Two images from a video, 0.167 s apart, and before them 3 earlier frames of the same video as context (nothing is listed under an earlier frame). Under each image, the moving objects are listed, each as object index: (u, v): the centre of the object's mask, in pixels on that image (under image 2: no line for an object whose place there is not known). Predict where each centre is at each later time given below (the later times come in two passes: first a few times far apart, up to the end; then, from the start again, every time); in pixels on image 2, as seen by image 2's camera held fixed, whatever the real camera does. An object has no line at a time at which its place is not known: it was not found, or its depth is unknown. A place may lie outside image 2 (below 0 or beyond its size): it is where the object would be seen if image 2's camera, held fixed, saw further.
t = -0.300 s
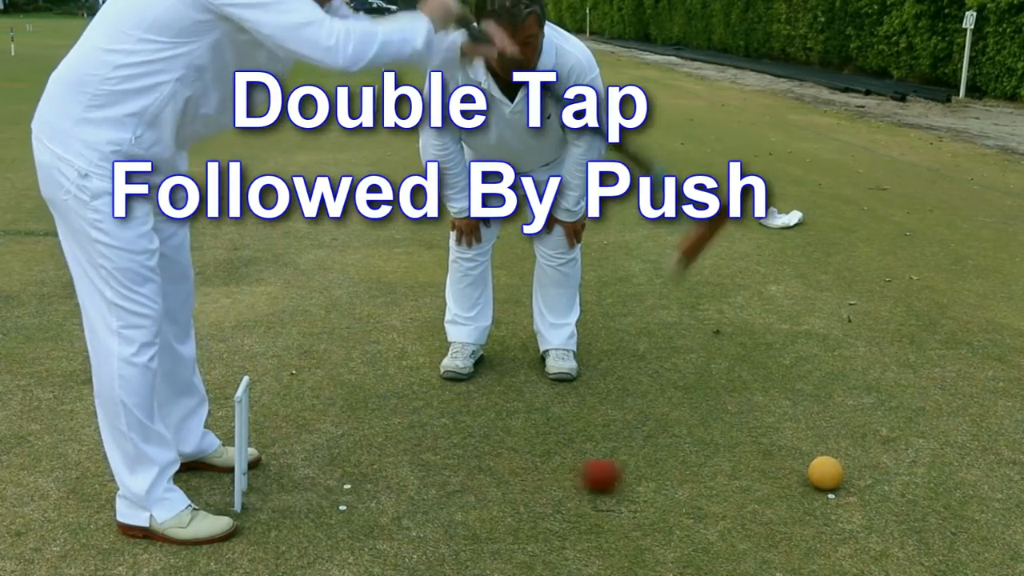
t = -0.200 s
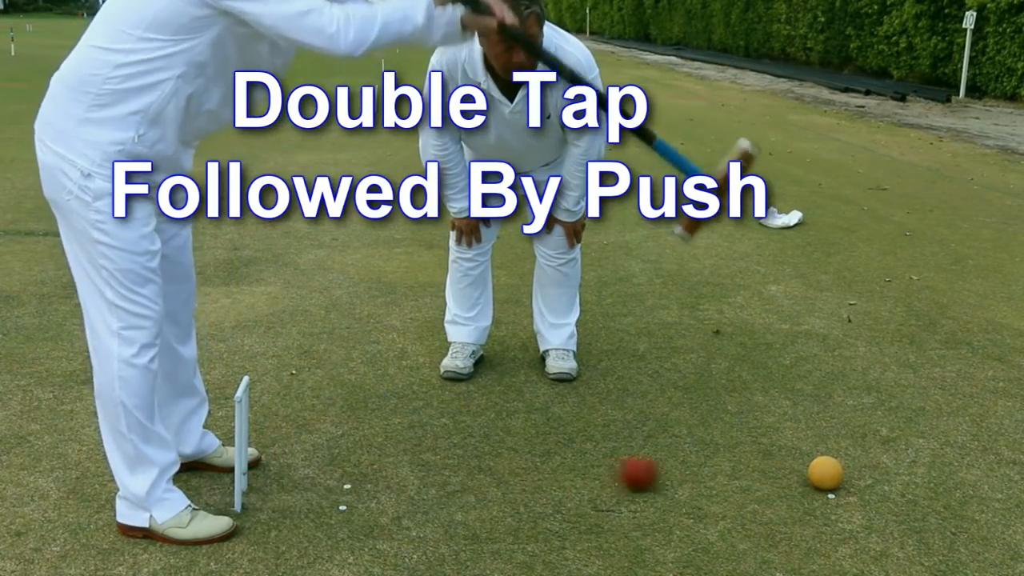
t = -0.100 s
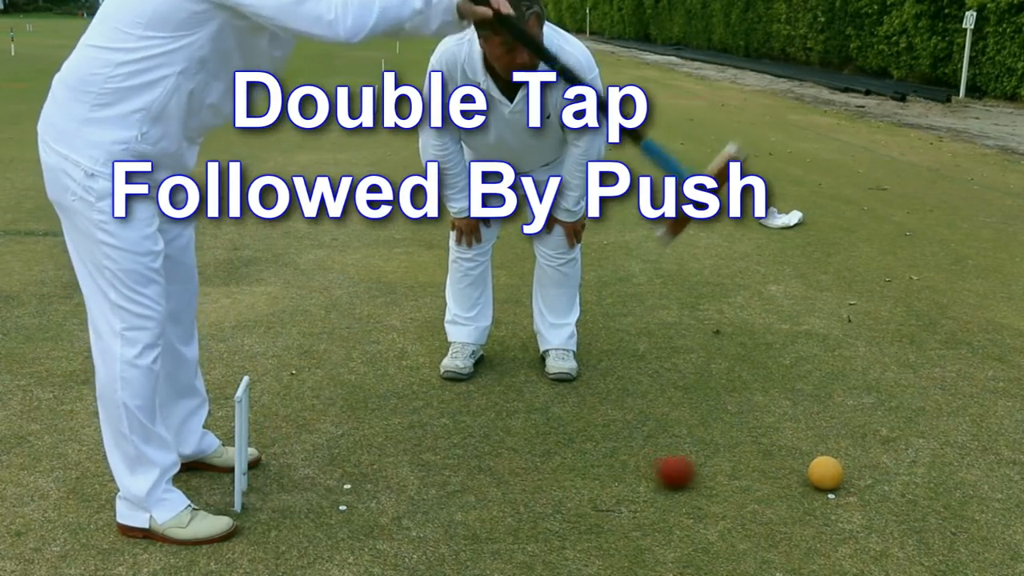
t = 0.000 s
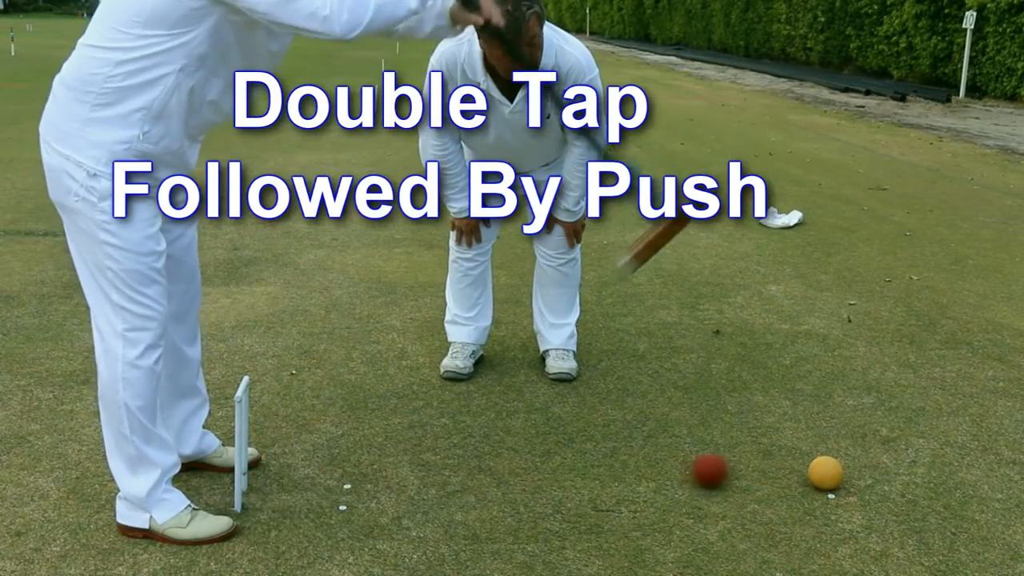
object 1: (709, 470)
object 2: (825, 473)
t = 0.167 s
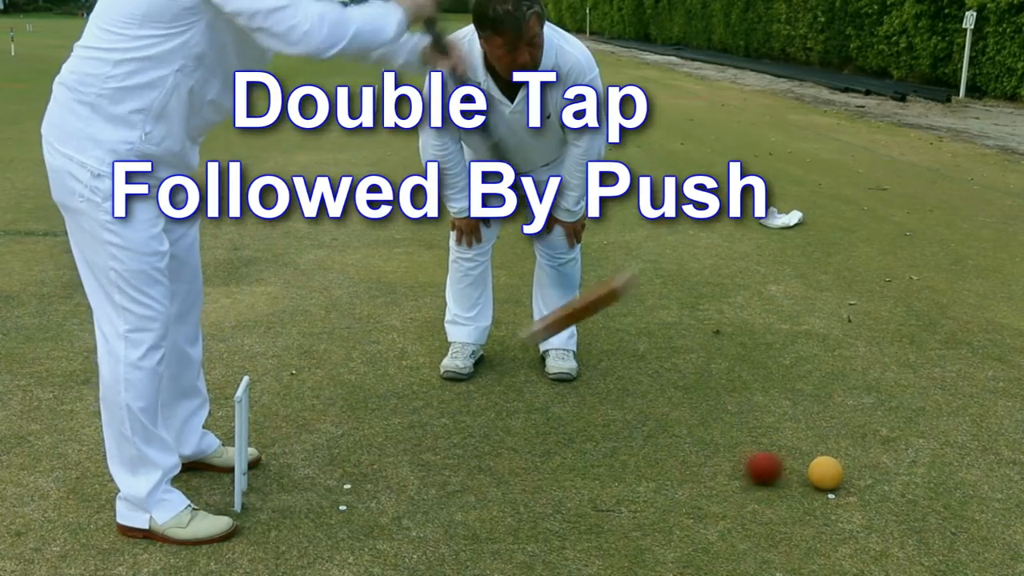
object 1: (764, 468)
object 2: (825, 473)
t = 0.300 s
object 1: (793, 465)
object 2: (831, 473)
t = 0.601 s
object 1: (814, 452)
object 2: (868, 480)
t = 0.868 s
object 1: (826, 444)
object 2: (890, 486)
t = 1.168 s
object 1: (836, 437)
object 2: (904, 488)
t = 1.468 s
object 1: (844, 435)
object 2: (906, 487)
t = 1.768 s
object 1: (847, 434)
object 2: (906, 486)
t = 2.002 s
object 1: (847, 434)
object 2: (905, 487)
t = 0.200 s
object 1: (773, 468)
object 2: (826, 473)
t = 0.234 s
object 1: (784, 467)
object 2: (826, 473)
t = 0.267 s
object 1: (791, 466)
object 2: (827, 473)
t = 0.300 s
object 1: (793, 465)
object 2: (831, 473)
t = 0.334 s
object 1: (796, 463)
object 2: (836, 474)
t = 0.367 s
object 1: (799, 461)
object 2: (841, 476)
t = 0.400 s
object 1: (801, 460)
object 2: (846, 476)
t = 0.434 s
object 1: (804, 458)
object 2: (851, 477)
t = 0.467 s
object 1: (806, 458)
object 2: (854, 478)
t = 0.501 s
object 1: (808, 456)
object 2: (858, 478)
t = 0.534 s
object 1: (811, 455)
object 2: (862, 479)
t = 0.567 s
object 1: (813, 453)
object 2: (865, 480)
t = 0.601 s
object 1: (814, 452)
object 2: (868, 480)
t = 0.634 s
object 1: (816, 451)
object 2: (872, 481)
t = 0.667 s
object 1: (818, 450)
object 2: (874, 482)
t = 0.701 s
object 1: (819, 449)
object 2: (878, 483)
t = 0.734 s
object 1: (821, 448)
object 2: (880, 484)
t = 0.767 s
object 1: (822, 447)
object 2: (883, 484)
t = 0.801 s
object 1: (823, 446)
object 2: (885, 485)
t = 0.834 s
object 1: (825, 444)
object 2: (888, 485)
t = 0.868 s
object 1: (826, 444)
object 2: (890, 486)
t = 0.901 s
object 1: (827, 442)
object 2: (893, 486)
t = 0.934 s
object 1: (828, 441)
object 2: (895, 487)
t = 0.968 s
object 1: (829, 441)
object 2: (896, 487)
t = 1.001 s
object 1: (830, 440)
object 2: (898, 487)
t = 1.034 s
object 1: (832, 440)
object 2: (899, 488)
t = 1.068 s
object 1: (833, 439)
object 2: (901, 487)
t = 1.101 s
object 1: (834, 438)
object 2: (902, 488)
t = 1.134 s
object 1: (835, 438)
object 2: (903, 488)
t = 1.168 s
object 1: (836, 437)
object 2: (904, 488)
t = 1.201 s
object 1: (837, 437)
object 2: (905, 487)
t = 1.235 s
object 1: (838, 437)
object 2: (905, 487)
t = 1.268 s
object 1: (839, 436)
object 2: (905, 487)
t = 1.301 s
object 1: (840, 436)
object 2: (906, 487)
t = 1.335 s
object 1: (841, 435)
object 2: (906, 487)
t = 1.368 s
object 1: (842, 435)
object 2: (906, 487)
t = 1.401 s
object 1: (842, 435)
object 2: (906, 487)
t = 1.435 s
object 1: (843, 435)
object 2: (906, 487)
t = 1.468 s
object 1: (844, 435)
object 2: (906, 487)
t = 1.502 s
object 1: (845, 435)
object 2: (905, 487)
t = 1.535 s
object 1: (846, 434)
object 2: (906, 487)
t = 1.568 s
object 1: (847, 434)
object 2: (906, 487)
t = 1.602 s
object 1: (847, 434)
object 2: (906, 487)
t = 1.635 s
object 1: (847, 434)
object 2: (906, 487)
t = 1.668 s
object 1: (847, 434)
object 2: (906, 487)
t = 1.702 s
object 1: (847, 434)
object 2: (906, 487)
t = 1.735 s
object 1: (847, 434)
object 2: (906, 487)
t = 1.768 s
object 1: (847, 434)
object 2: (906, 486)
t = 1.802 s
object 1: (847, 434)
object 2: (906, 487)
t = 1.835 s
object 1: (847, 434)
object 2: (906, 487)
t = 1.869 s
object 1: (847, 434)
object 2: (906, 487)
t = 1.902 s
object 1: (847, 434)
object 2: (906, 487)
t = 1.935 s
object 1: (847, 434)
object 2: (906, 487)
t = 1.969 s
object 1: (847, 434)
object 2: (905, 487)
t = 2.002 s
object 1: (847, 434)
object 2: (905, 487)
